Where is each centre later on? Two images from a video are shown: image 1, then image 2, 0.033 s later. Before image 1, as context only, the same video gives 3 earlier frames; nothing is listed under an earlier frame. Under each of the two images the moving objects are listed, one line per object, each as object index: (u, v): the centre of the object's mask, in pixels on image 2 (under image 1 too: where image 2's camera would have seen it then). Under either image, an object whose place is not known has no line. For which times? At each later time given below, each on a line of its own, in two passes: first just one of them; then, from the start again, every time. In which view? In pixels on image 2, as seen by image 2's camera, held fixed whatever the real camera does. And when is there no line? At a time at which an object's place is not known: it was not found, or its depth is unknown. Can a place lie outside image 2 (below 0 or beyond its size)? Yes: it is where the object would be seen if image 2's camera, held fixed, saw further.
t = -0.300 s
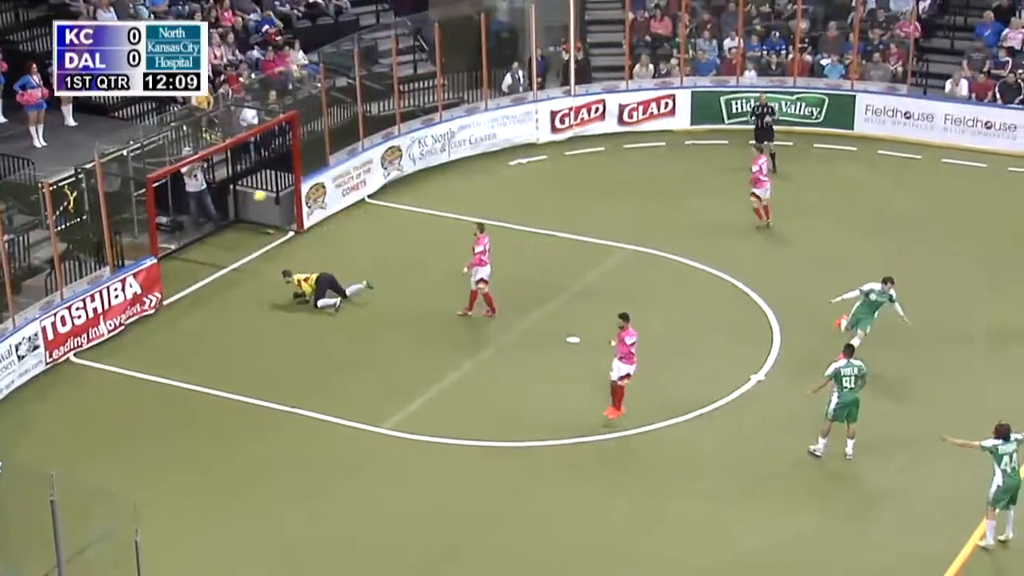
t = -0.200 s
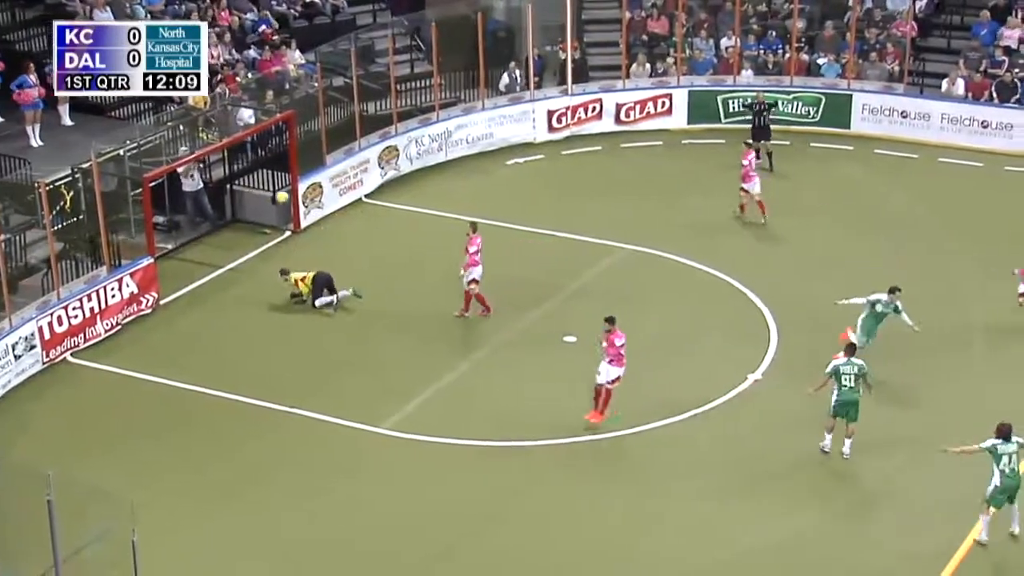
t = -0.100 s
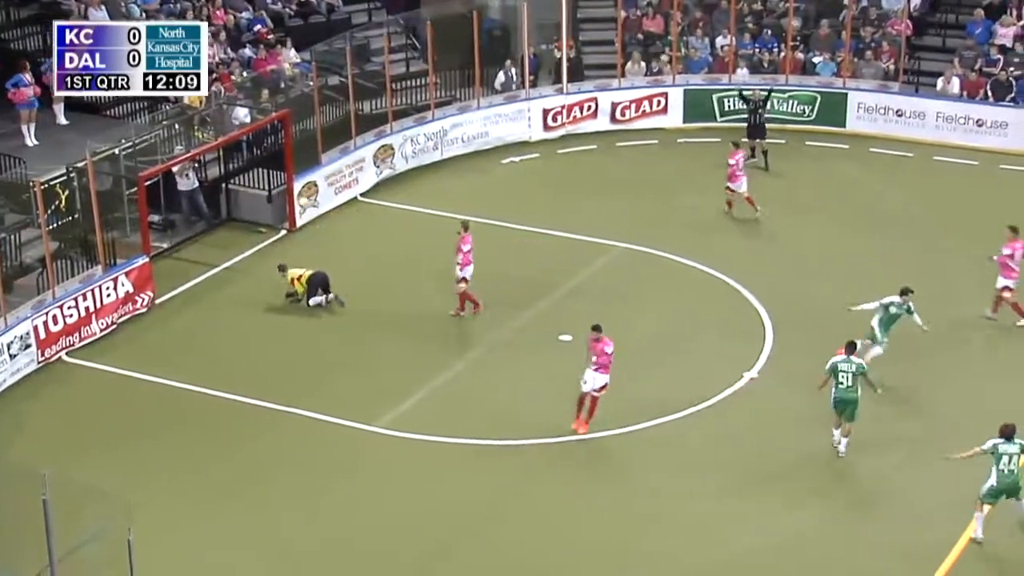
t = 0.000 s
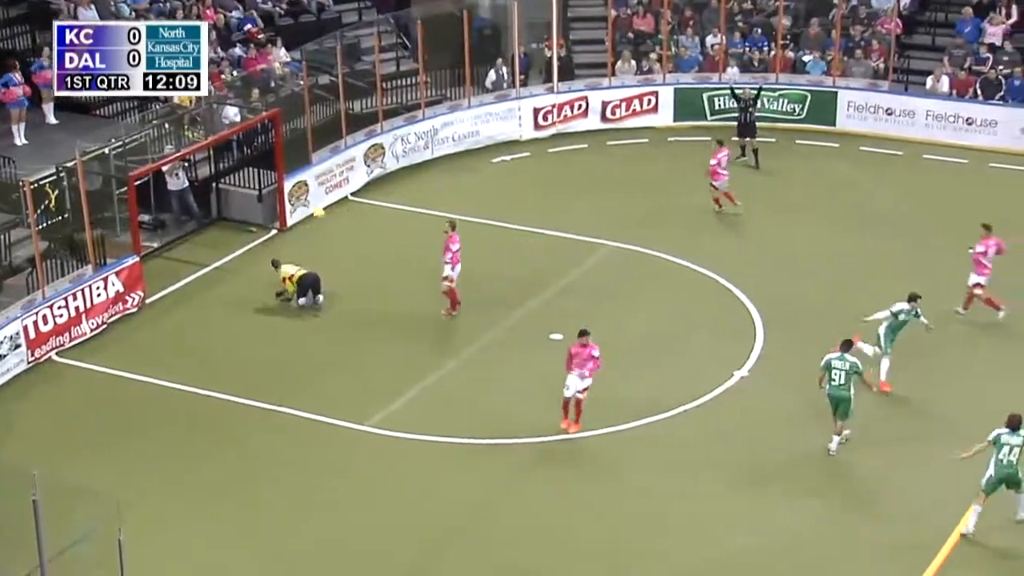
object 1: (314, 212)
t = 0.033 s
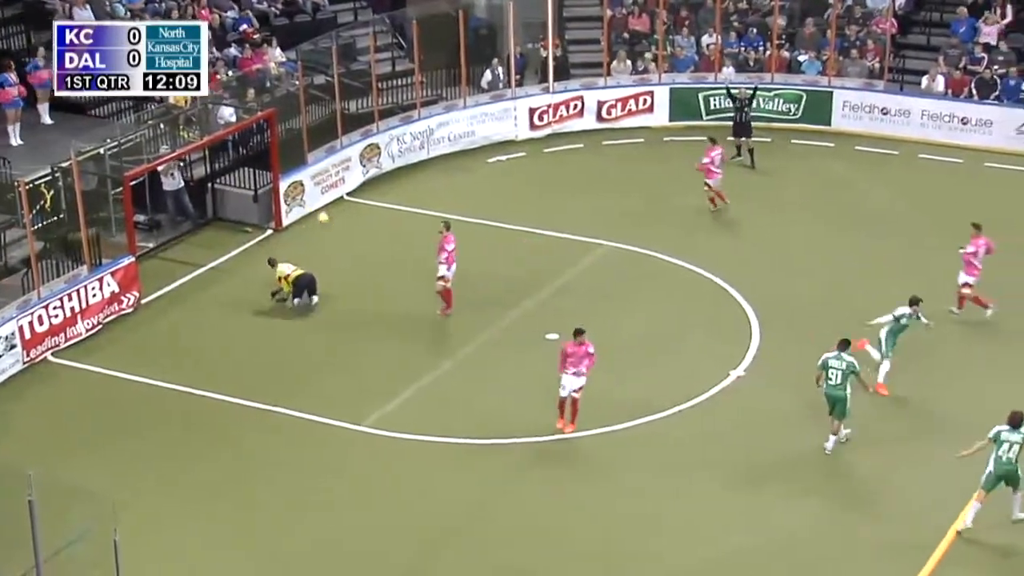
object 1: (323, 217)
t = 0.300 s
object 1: (385, 232)
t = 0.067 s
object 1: (330, 222)
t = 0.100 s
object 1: (338, 227)
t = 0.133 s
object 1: (347, 235)
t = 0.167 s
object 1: (354, 239)
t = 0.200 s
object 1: (363, 248)
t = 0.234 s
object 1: (370, 246)
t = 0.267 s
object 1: (378, 239)
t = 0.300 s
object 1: (385, 232)
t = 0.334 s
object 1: (392, 227)
